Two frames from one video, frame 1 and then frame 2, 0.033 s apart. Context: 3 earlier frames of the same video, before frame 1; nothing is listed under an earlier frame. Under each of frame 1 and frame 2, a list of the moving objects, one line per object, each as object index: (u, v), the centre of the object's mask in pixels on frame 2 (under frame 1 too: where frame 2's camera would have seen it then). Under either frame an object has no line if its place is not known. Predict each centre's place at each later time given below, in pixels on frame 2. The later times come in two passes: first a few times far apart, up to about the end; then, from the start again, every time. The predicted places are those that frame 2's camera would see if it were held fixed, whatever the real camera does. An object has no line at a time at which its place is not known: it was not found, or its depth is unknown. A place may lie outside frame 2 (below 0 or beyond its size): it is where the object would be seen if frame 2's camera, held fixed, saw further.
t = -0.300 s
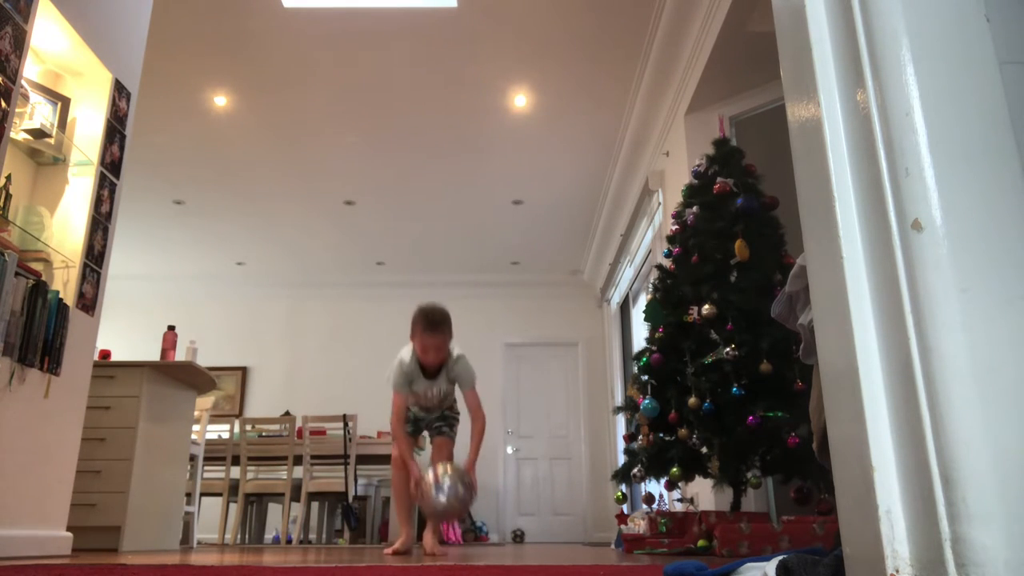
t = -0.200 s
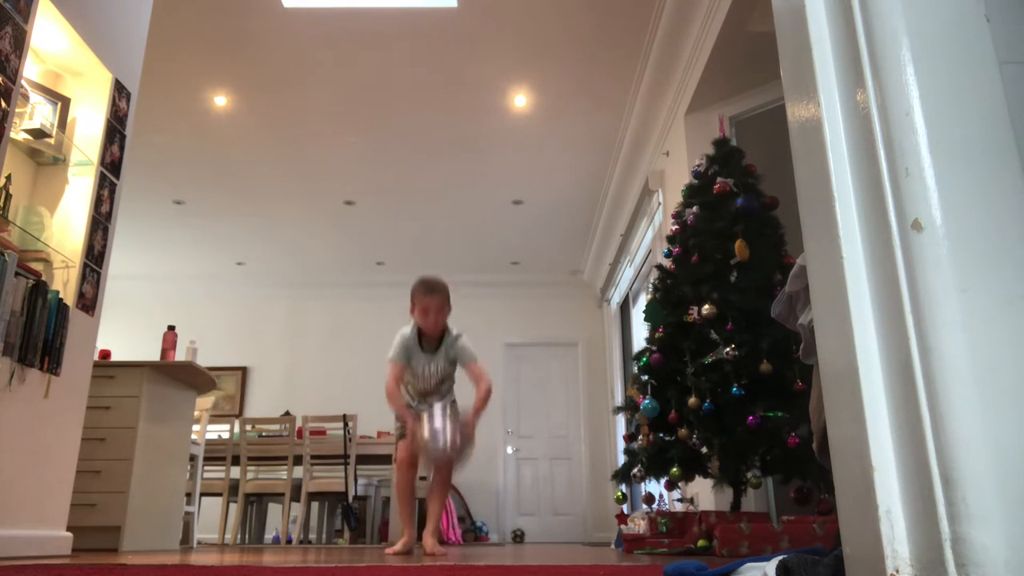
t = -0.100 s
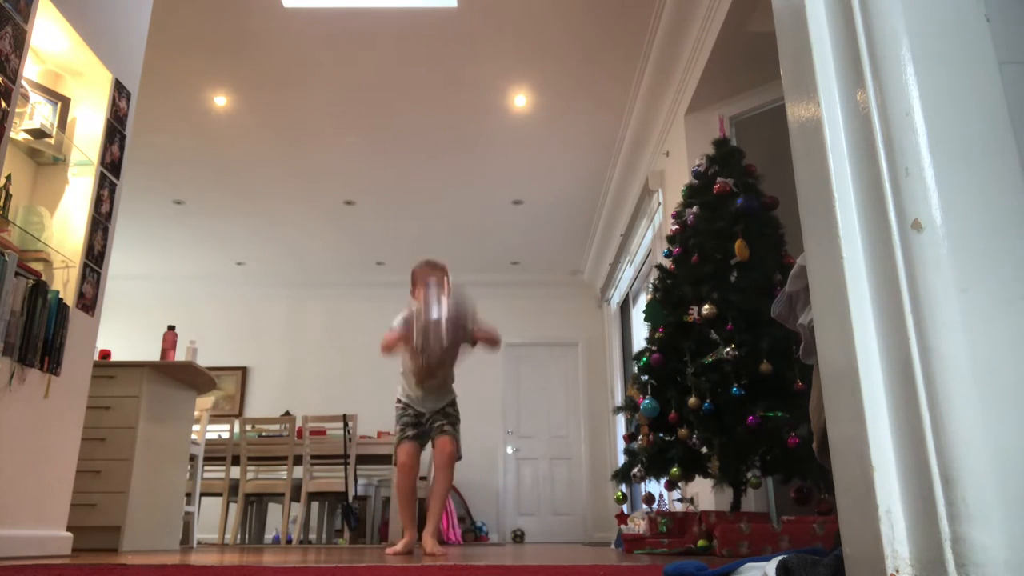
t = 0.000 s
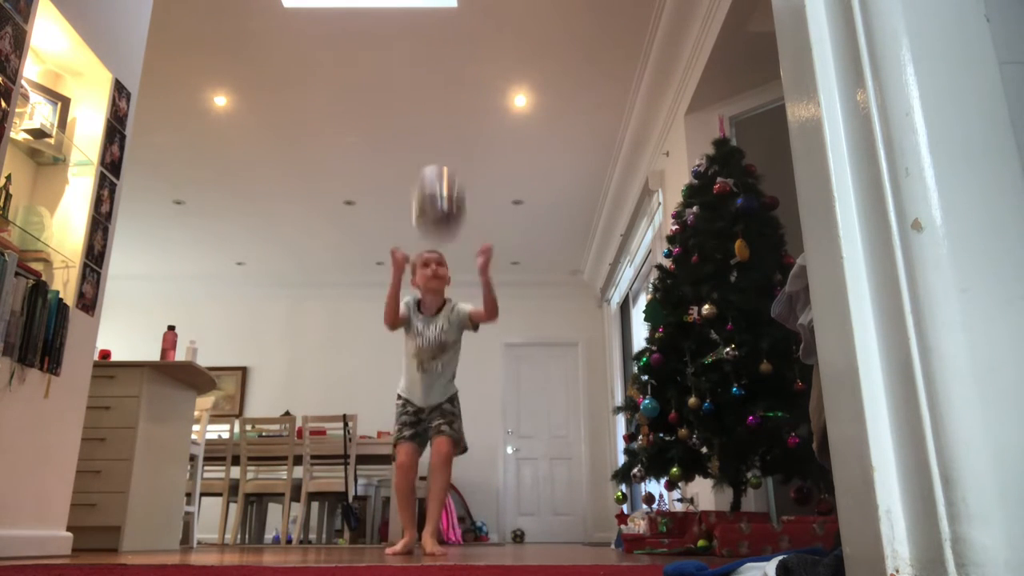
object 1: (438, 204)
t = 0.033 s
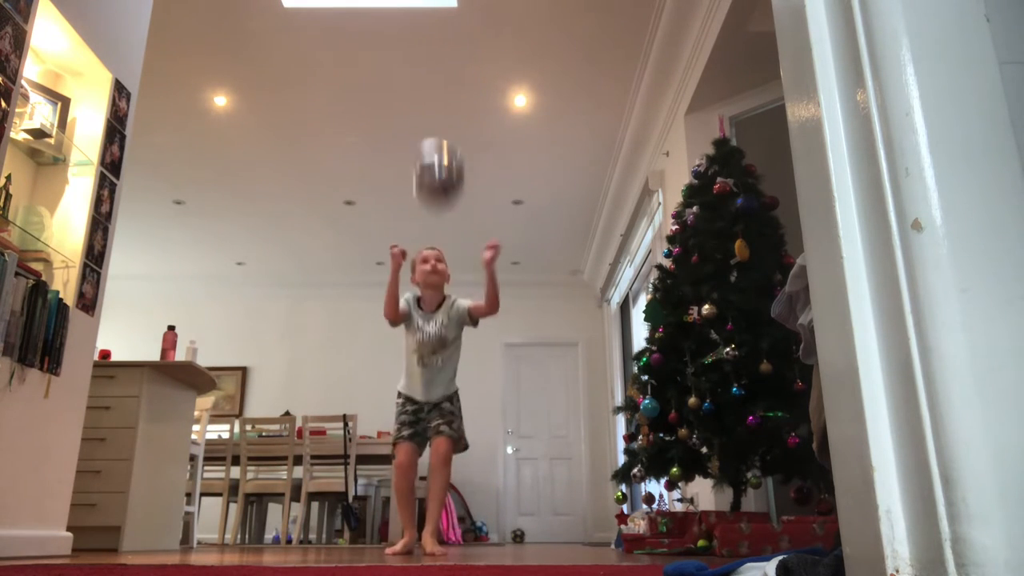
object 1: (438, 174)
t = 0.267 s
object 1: (430, 67)
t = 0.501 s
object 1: (421, 85)
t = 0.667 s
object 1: (412, 162)
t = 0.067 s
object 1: (437, 148)
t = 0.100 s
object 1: (436, 127)
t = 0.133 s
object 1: (435, 109)
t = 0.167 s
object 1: (434, 94)
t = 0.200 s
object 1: (433, 82)
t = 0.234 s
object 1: (431, 73)
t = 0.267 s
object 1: (430, 67)
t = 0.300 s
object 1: (429, 63)
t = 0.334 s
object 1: (428, 61)
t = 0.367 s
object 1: (427, 62)
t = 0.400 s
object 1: (425, 64)
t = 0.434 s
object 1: (424, 69)
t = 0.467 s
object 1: (423, 76)
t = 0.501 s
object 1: (421, 85)
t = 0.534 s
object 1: (419, 96)
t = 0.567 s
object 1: (417, 110)
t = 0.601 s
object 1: (415, 125)
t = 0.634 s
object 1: (414, 142)
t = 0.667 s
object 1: (412, 162)
